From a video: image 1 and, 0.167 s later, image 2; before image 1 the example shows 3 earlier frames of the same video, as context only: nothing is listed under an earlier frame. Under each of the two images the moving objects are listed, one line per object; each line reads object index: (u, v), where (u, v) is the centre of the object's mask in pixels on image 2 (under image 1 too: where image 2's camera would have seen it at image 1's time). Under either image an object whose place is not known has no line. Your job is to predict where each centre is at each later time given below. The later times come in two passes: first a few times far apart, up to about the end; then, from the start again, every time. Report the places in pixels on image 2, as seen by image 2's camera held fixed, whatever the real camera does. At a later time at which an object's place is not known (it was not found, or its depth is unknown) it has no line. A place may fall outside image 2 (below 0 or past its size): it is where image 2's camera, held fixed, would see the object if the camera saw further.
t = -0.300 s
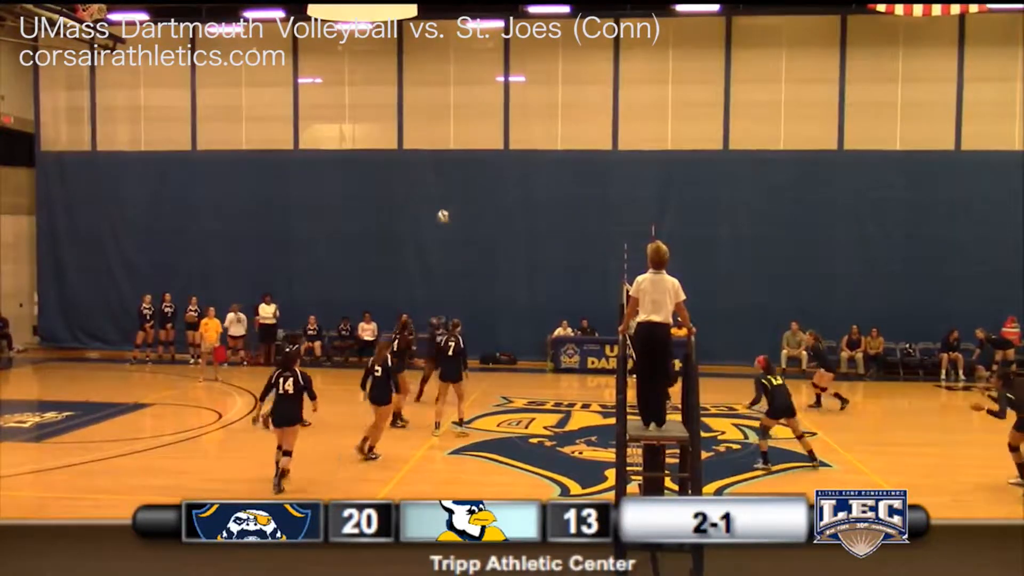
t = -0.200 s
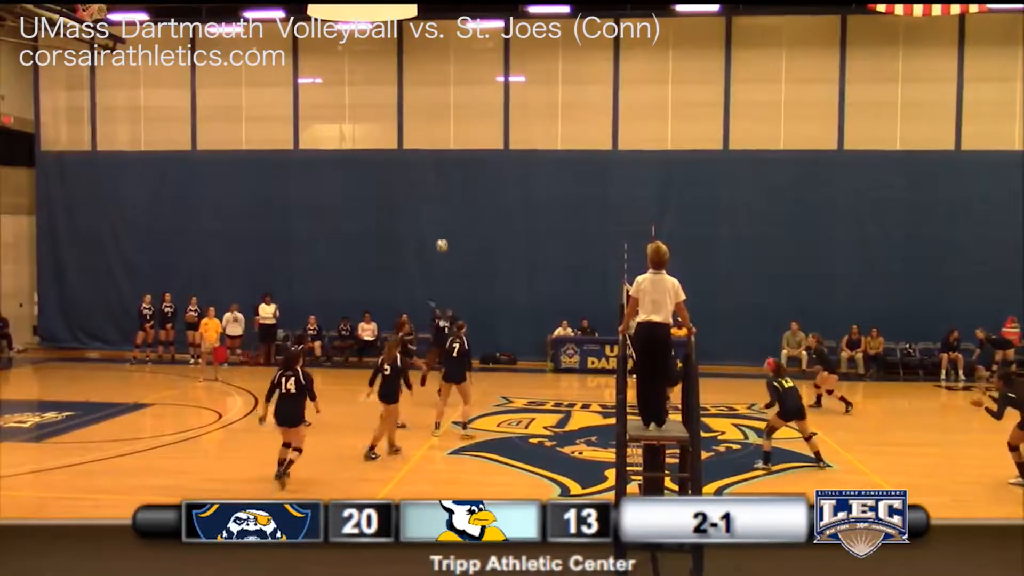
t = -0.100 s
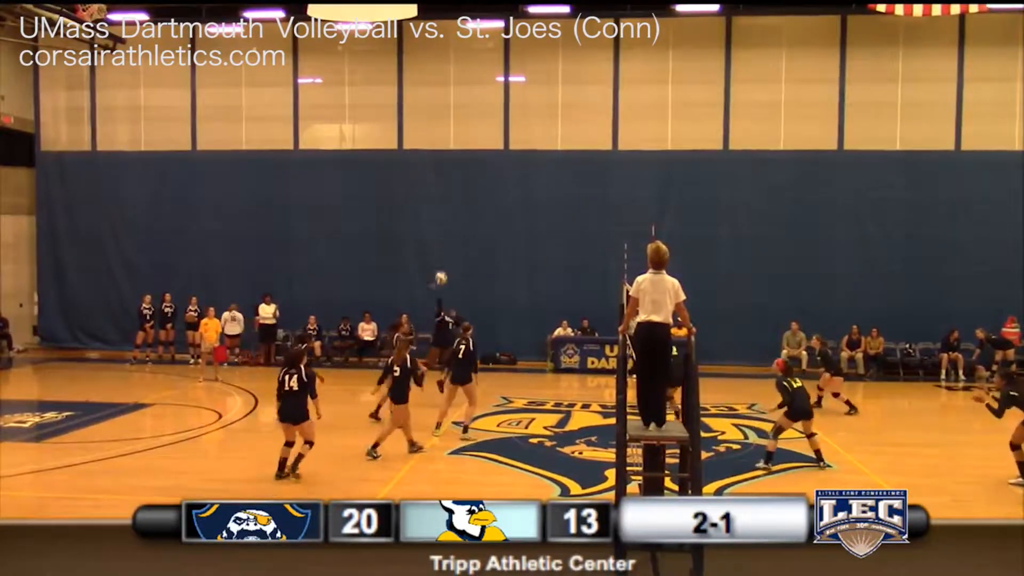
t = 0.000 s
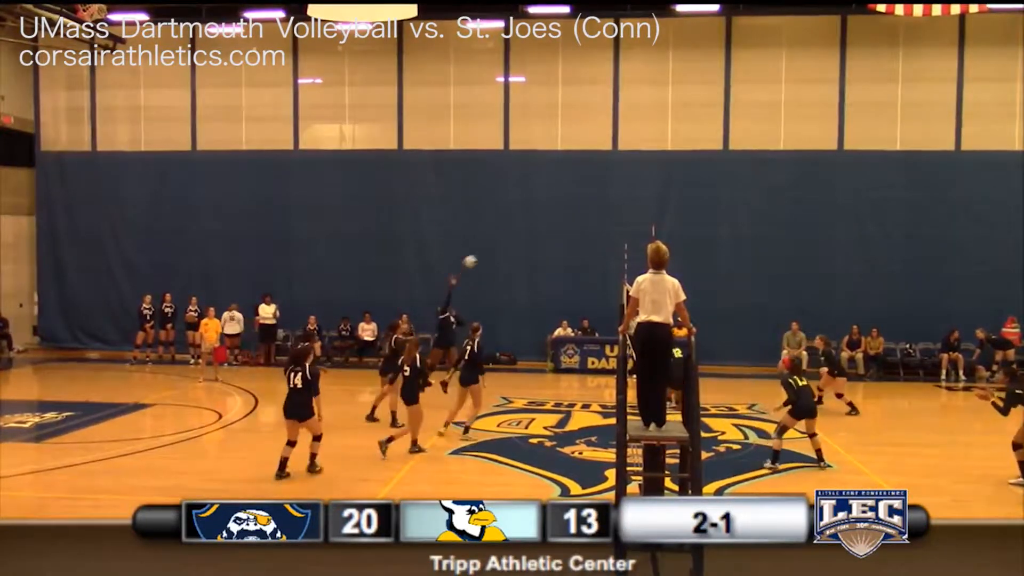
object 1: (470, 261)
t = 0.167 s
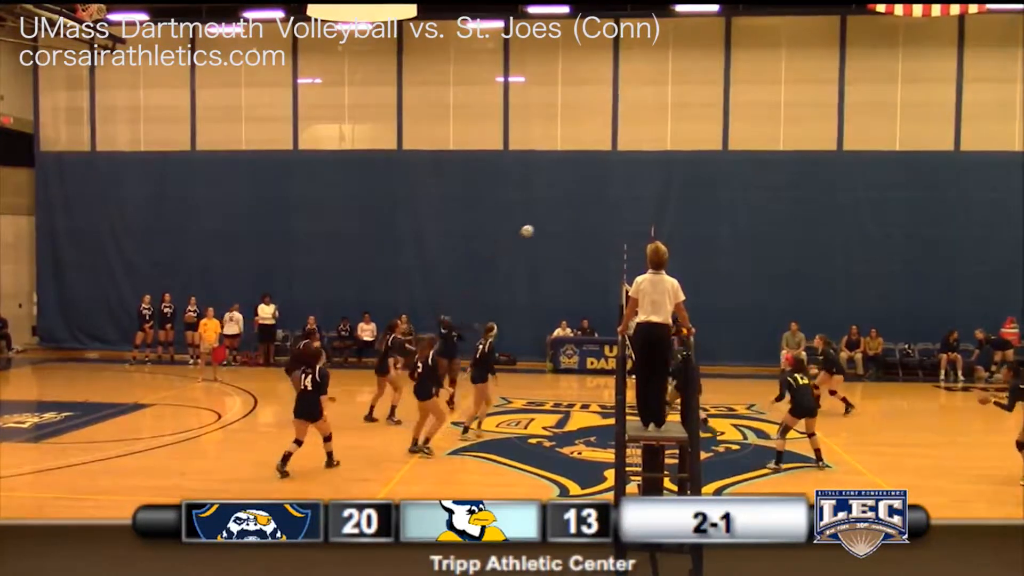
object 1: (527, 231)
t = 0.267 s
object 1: (561, 220)
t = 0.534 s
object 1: (649, 219)
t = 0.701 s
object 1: (702, 238)
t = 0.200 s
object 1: (538, 227)
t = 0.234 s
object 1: (549, 223)
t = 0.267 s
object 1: (561, 220)
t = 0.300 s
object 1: (572, 218)
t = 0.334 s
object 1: (583, 215)
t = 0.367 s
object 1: (594, 215)
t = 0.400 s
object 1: (605, 214)
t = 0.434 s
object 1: (616, 215)
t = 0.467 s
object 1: (627, 215)
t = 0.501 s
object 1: (638, 217)
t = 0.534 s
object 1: (649, 219)
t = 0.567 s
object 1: (660, 221)
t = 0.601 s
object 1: (670, 224)
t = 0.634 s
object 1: (681, 228)
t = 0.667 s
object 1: (691, 233)
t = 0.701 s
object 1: (702, 238)
